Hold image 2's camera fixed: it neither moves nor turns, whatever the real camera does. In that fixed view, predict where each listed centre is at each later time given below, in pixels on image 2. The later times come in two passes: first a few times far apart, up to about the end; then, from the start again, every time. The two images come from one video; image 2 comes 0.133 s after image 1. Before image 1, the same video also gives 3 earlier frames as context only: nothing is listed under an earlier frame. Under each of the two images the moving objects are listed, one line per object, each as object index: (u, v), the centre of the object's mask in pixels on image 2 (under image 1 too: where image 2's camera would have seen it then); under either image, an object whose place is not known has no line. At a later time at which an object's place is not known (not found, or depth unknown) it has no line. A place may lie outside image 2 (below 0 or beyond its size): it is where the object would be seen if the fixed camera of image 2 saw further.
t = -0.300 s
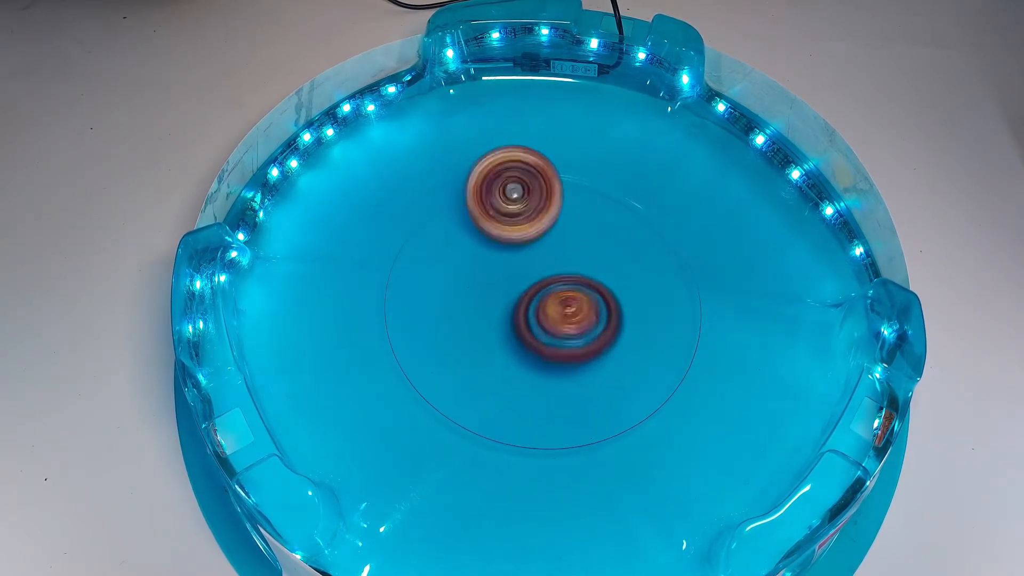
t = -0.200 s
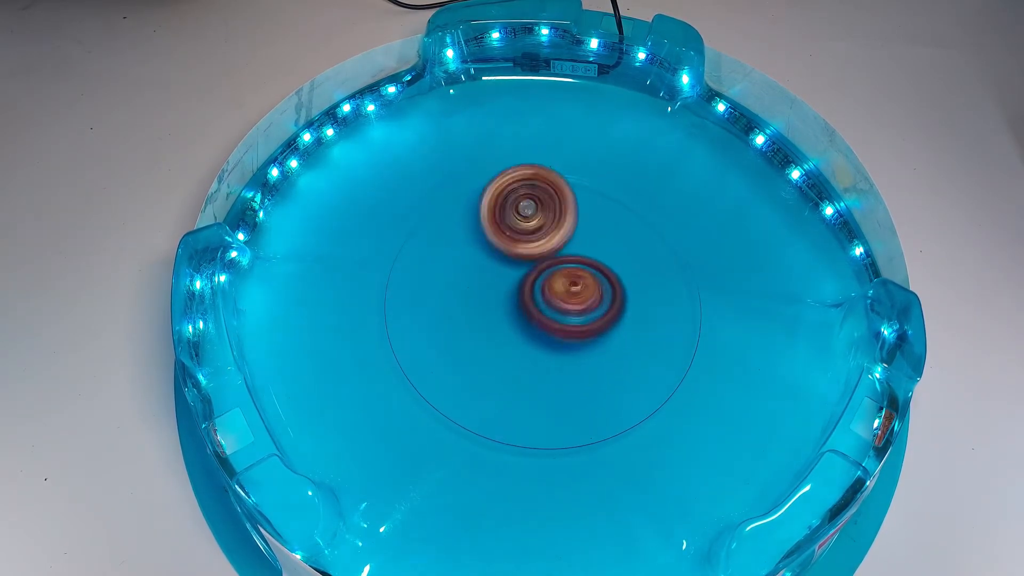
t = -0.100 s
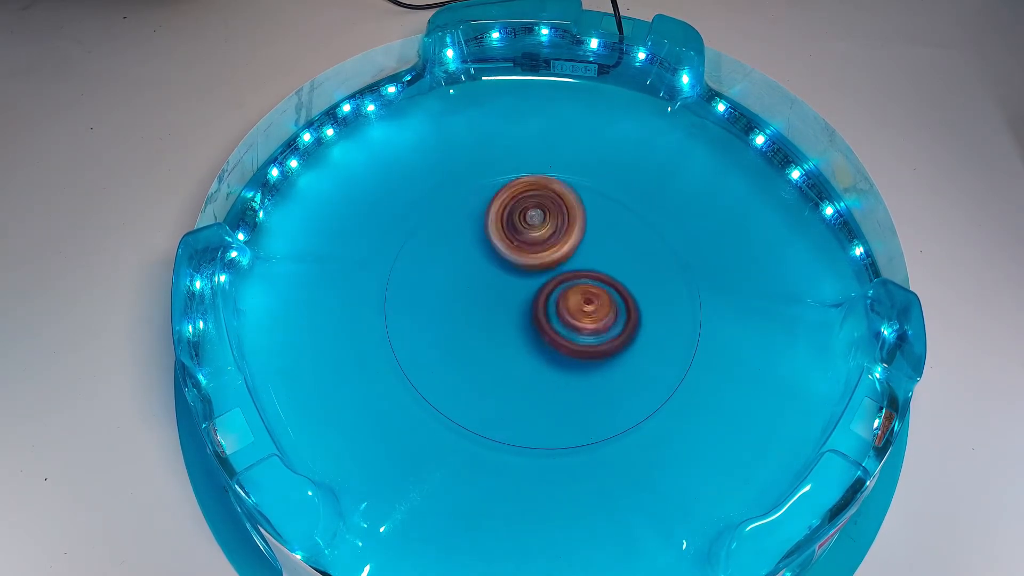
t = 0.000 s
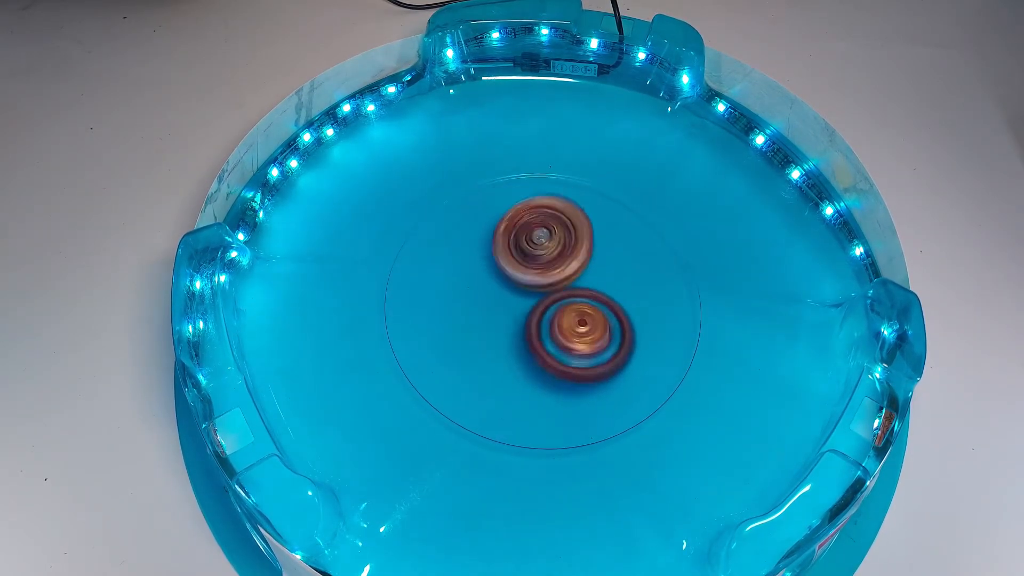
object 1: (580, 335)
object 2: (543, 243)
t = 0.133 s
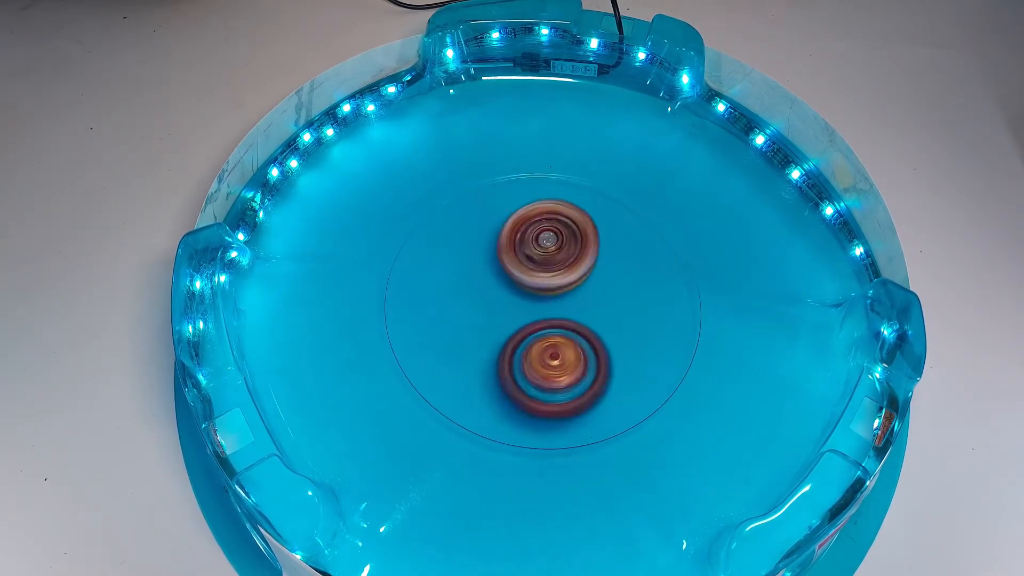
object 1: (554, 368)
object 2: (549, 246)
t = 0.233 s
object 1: (548, 346)
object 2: (546, 253)
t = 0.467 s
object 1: (543, 364)
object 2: (557, 234)
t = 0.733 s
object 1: (556, 342)
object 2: (541, 245)
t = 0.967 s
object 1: (535, 378)
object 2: (524, 211)
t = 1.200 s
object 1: (534, 334)
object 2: (516, 218)
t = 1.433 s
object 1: (531, 386)
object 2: (534, 163)
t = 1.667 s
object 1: (541, 341)
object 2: (518, 181)
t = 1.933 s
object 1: (529, 336)
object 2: (586, 244)
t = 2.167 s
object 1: (531, 321)
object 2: (589, 241)
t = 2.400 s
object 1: (529, 324)
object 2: (590, 240)
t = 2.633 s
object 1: (526, 322)
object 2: (569, 246)
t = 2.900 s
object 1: (520, 318)
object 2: (552, 237)
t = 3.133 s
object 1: (521, 316)
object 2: (557, 241)
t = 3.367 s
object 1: (521, 311)
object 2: (557, 238)
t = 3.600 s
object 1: (514, 307)
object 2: (561, 238)
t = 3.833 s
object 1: (524, 303)
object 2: (564, 237)
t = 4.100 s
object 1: (521, 301)
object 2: (564, 236)
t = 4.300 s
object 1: (501, 322)
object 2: (565, 244)
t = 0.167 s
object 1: (548, 363)
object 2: (548, 248)
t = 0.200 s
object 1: (547, 354)
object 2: (547, 250)
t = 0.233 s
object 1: (548, 346)
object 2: (546, 253)
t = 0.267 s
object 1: (541, 354)
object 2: (551, 242)
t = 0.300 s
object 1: (537, 360)
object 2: (557, 233)
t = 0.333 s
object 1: (535, 365)
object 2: (561, 230)
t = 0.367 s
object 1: (535, 366)
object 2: (563, 233)
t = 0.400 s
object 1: (537, 367)
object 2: (560, 235)
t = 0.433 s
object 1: (540, 366)
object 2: (557, 234)
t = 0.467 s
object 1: (543, 364)
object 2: (557, 234)
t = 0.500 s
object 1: (546, 362)
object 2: (557, 235)
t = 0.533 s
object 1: (548, 359)
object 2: (556, 237)
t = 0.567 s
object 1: (551, 355)
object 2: (553, 238)
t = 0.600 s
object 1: (553, 352)
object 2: (551, 238)
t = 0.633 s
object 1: (555, 348)
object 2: (550, 241)
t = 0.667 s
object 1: (556, 344)
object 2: (546, 245)
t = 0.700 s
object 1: (557, 340)
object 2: (543, 247)
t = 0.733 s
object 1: (556, 342)
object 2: (541, 245)
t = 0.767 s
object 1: (554, 341)
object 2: (539, 246)
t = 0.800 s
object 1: (551, 340)
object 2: (535, 249)
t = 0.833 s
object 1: (546, 356)
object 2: (532, 235)
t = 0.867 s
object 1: (543, 369)
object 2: (531, 221)
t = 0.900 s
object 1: (540, 377)
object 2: (529, 215)
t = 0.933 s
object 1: (537, 379)
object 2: (528, 214)
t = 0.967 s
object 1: (535, 378)
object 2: (524, 211)
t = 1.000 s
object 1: (535, 374)
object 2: (522, 210)
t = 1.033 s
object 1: (535, 368)
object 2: (520, 210)
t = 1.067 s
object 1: (534, 362)
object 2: (519, 210)
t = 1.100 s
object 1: (534, 355)
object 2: (517, 212)
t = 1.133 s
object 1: (534, 348)
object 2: (516, 213)
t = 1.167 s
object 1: (534, 341)
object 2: (517, 215)
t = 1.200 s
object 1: (534, 334)
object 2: (516, 218)
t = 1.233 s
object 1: (534, 328)
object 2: (518, 222)
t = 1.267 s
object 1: (535, 323)
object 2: (517, 228)
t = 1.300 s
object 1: (534, 336)
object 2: (519, 217)
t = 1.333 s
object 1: (533, 359)
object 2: (523, 190)
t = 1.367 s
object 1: (532, 374)
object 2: (526, 173)
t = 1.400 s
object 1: (531, 383)
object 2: (532, 167)
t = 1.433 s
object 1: (531, 386)
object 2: (534, 163)
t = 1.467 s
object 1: (530, 384)
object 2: (534, 166)
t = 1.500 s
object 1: (530, 378)
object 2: (533, 169)
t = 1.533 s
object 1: (531, 371)
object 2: (529, 171)
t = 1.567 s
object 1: (533, 363)
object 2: (524, 174)
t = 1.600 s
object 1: (536, 355)
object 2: (519, 176)
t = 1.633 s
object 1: (539, 348)
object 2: (516, 176)
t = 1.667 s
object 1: (541, 341)
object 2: (518, 181)
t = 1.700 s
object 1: (543, 334)
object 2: (517, 191)
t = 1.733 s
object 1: (545, 328)
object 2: (518, 203)
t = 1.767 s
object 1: (547, 323)
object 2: (521, 216)
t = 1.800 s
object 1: (548, 318)
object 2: (527, 229)
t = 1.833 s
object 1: (547, 320)
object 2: (541, 238)
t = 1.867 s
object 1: (542, 326)
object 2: (559, 243)
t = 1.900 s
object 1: (533, 336)
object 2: (581, 248)
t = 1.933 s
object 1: (529, 336)
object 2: (586, 244)
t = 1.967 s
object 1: (528, 335)
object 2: (589, 241)
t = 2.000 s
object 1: (528, 332)
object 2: (590, 238)
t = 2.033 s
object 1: (528, 329)
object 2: (590, 238)
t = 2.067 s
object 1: (530, 325)
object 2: (590, 239)
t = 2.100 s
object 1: (532, 322)
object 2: (589, 241)
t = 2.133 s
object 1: (532, 320)
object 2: (588, 242)
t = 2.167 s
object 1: (531, 321)
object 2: (589, 241)
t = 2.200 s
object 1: (531, 321)
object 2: (589, 240)
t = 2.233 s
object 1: (531, 321)
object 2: (589, 241)
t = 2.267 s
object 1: (532, 320)
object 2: (588, 242)
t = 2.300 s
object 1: (531, 322)
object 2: (588, 241)
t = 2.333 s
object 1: (529, 324)
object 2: (590, 239)
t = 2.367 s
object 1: (529, 325)
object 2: (590, 238)
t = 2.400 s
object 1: (529, 324)
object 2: (590, 240)
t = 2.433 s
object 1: (529, 323)
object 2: (588, 242)
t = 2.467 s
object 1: (531, 322)
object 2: (586, 245)
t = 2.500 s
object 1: (530, 323)
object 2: (583, 247)
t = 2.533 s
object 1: (528, 325)
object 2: (579, 248)
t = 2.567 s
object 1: (526, 325)
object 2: (574, 249)
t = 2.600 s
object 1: (526, 324)
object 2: (571, 247)
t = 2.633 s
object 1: (526, 322)
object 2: (569, 246)
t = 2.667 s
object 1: (527, 320)
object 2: (567, 245)
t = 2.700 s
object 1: (527, 318)
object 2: (566, 244)
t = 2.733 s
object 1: (525, 319)
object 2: (564, 243)
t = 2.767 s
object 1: (522, 321)
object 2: (561, 243)
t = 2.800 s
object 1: (520, 321)
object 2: (557, 242)
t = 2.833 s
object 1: (519, 320)
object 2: (555, 240)
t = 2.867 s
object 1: (520, 319)
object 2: (553, 238)
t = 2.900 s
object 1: (520, 318)
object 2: (552, 237)
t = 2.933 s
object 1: (520, 318)
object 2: (552, 237)
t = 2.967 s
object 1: (519, 318)
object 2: (553, 238)
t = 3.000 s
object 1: (518, 319)
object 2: (555, 240)
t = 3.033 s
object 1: (518, 318)
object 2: (557, 242)
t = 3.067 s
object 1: (519, 318)
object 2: (559, 242)
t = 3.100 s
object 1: (520, 317)
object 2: (559, 242)
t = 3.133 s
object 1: (521, 316)
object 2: (557, 241)
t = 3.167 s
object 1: (522, 314)
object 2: (557, 239)
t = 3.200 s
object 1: (521, 315)
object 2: (559, 240)
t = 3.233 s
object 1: (521, 315)
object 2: (559, 240)
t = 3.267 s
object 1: (520, 314)
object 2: (557, 239)
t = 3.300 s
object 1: (520, 313)
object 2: (556, 238)
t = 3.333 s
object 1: (520, 312)
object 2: (556, 237)
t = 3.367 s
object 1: (521, 311)
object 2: (557, 238)
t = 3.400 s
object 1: (522, 309)
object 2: (559, 238)
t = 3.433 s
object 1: (522, 307)
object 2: (560, 237)
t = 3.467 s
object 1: (522, 305)
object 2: (560, 237)
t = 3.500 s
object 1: (517, 306)
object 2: (562, 237)
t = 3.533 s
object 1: (514, 307)
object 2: (561, 238)
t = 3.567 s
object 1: (513, 307)
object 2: (561, 238)
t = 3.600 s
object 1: (514, 307)
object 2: (561, 238)
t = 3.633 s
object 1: (515, 307)
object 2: (562, 238)
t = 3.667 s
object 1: (517, 306)
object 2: (563, 238)
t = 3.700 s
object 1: (518, 306)
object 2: (564, 238)
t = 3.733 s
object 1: (519, 306)
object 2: (564, 238)
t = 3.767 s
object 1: (521, 306)
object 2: (564, 238)
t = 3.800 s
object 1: (523, 305)
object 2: (564, 237)
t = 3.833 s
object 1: (524, 303)
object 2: (564, 237)
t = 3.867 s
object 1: (523, 303)
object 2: (565, 236)
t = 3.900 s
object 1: (523, 304)
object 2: (565, 236)
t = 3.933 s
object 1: (524, 304)
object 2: (565, 236)
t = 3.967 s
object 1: (524, 303)
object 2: (565, 236)
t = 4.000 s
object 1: (523, 302)
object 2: (565, 236)
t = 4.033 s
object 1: (522, 302)
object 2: (565, 236)
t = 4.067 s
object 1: (521, 302)
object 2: (565, 236)
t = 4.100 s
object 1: (521, 301)
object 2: (564, 236)
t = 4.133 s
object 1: (520, 300)
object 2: (564, 236)
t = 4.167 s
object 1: (517, 300)
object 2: (564, 236)
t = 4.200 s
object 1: (515, 301)
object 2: (564, 237)
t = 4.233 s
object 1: (510, 307)
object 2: (565, 239)
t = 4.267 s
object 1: (504, 314)
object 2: (565, 243)
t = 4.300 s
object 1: (501, 322)
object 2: (565, 244)
